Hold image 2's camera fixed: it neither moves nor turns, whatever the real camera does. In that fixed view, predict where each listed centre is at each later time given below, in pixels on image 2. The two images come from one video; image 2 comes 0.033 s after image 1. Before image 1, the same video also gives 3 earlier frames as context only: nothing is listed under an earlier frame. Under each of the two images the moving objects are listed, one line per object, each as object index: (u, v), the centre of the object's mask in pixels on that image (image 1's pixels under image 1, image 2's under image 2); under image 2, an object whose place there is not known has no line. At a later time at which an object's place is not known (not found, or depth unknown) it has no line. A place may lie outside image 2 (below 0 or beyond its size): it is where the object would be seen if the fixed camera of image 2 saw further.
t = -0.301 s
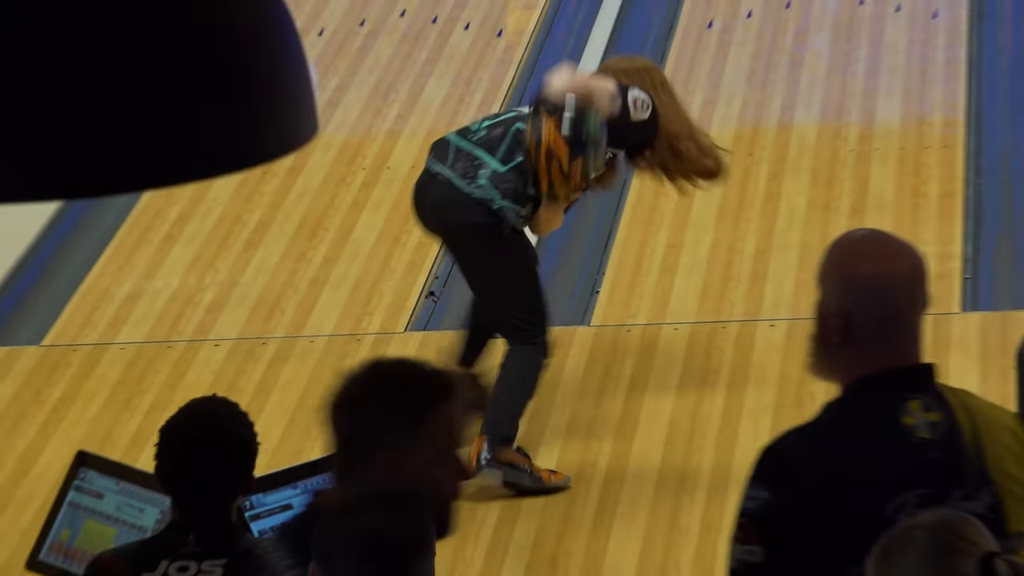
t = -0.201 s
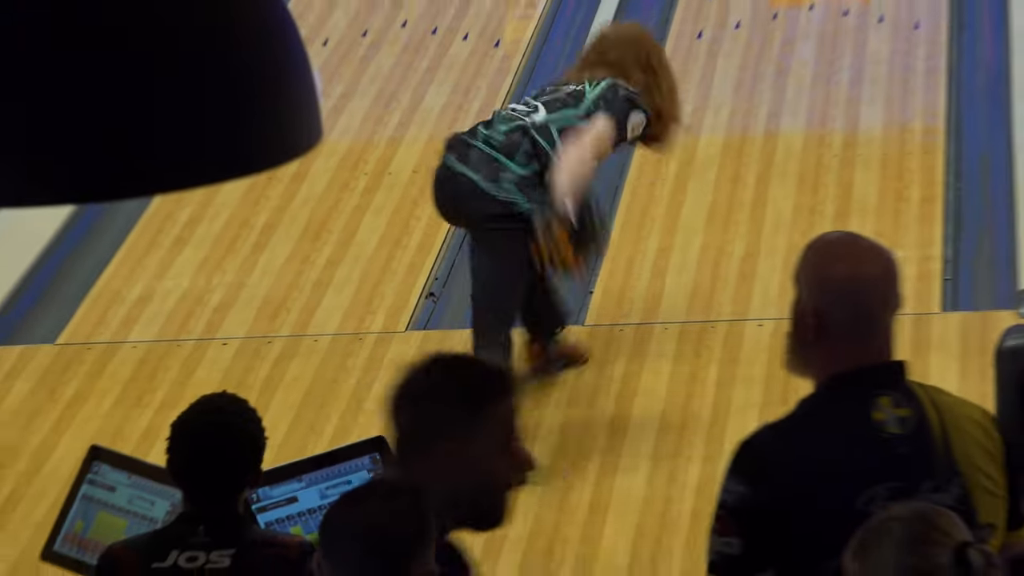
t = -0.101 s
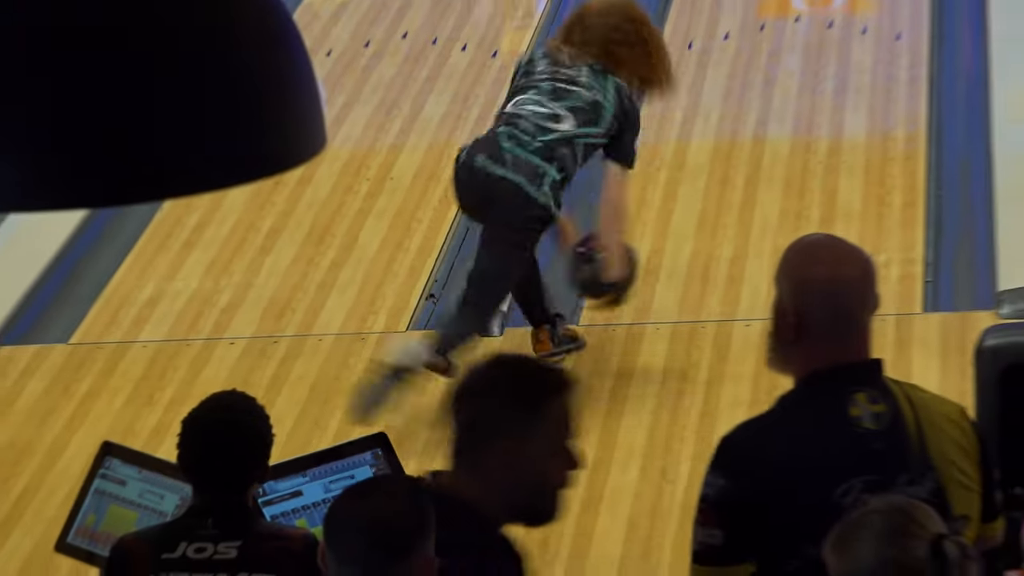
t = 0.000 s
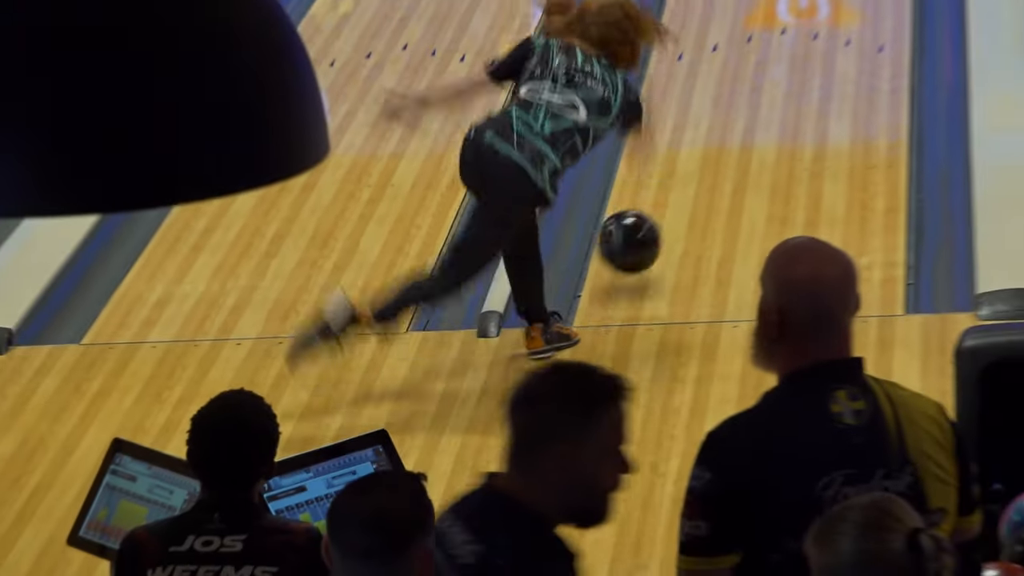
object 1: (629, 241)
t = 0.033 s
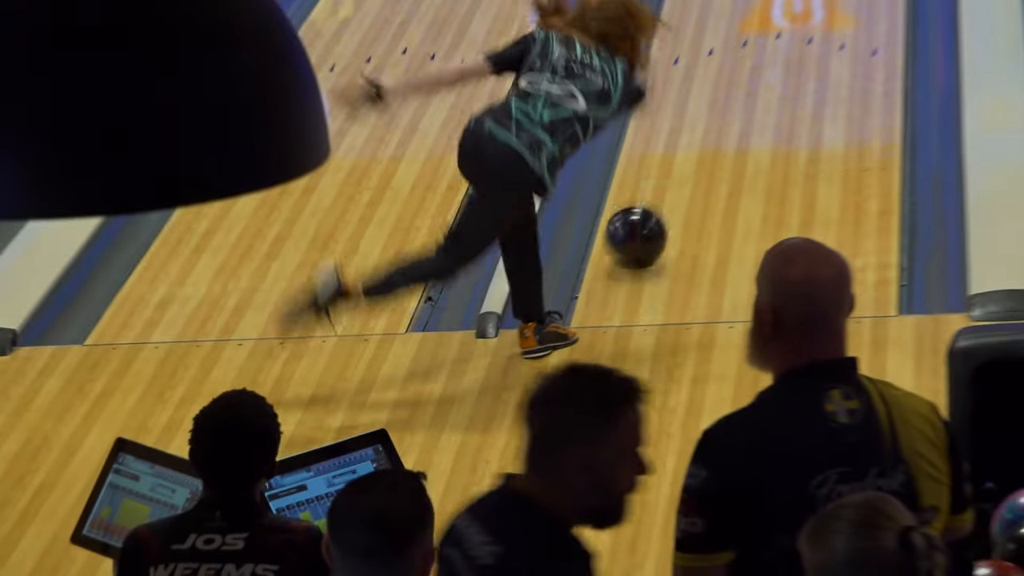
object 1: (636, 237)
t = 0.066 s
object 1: (645, 210)
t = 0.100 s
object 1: (654, 188)
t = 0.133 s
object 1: (662, 171)
